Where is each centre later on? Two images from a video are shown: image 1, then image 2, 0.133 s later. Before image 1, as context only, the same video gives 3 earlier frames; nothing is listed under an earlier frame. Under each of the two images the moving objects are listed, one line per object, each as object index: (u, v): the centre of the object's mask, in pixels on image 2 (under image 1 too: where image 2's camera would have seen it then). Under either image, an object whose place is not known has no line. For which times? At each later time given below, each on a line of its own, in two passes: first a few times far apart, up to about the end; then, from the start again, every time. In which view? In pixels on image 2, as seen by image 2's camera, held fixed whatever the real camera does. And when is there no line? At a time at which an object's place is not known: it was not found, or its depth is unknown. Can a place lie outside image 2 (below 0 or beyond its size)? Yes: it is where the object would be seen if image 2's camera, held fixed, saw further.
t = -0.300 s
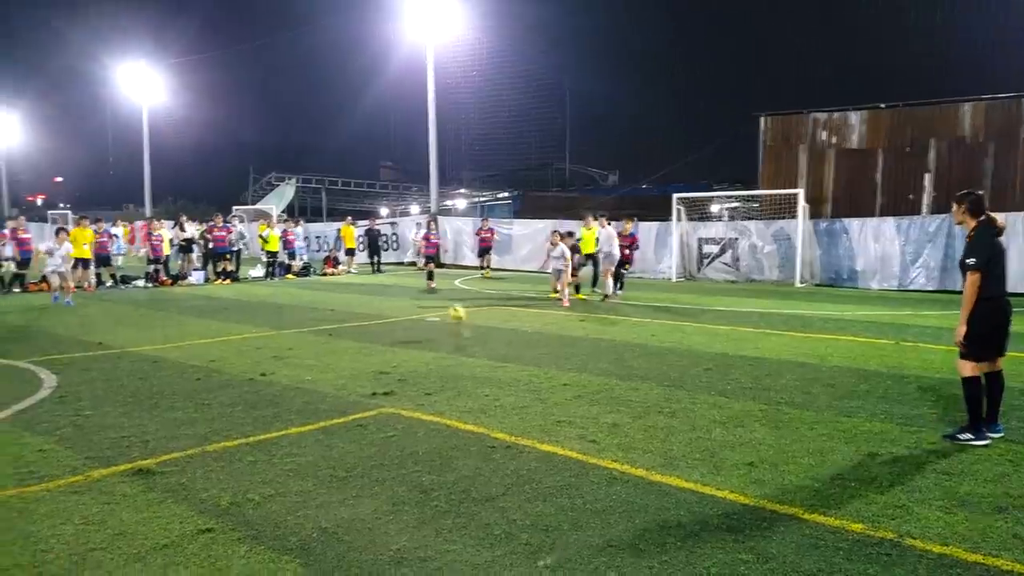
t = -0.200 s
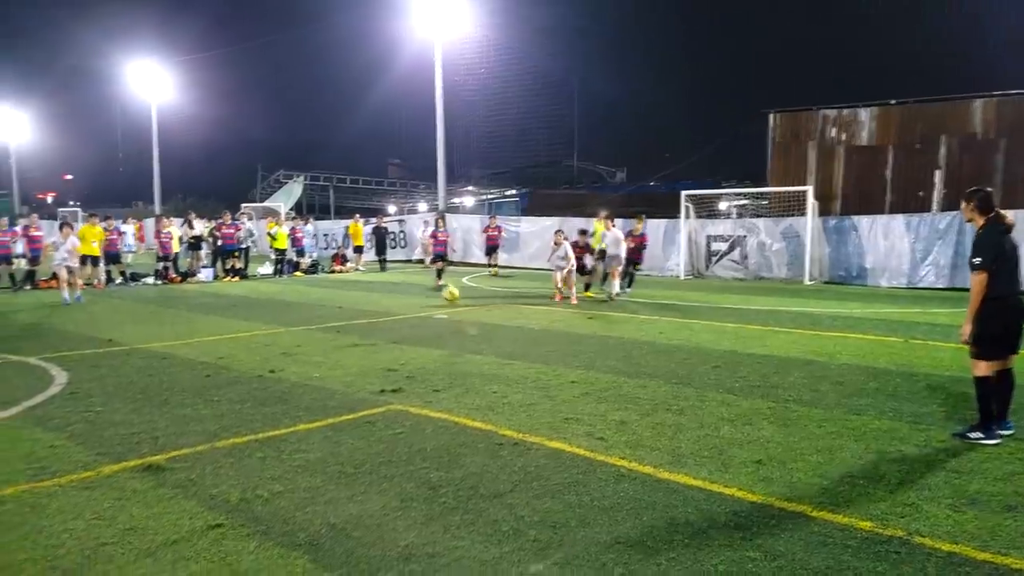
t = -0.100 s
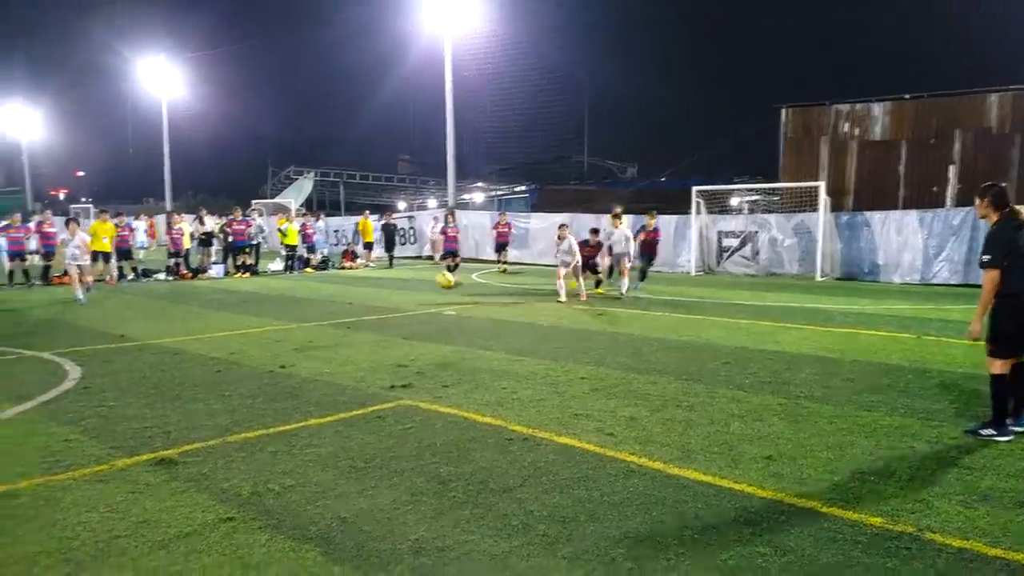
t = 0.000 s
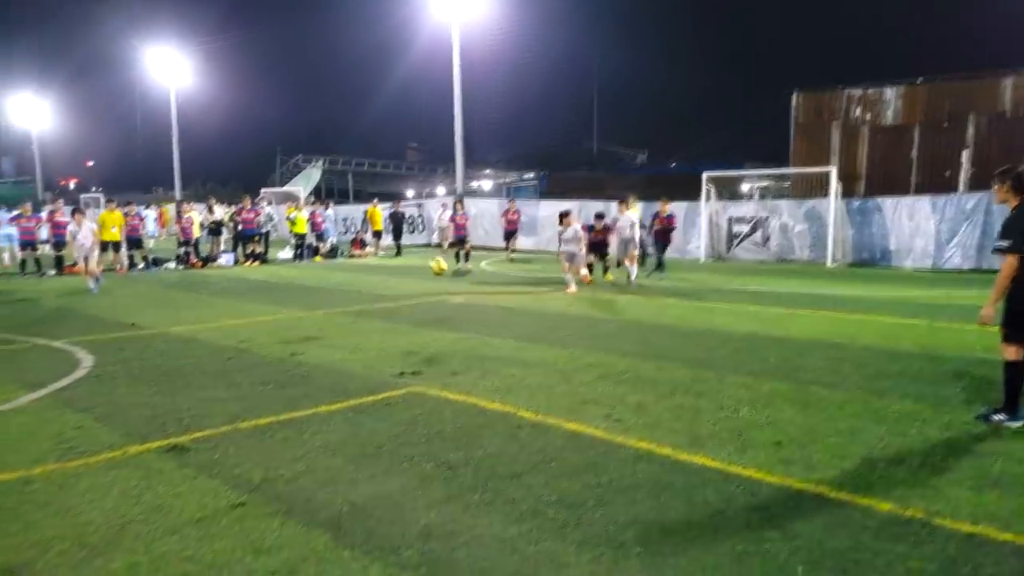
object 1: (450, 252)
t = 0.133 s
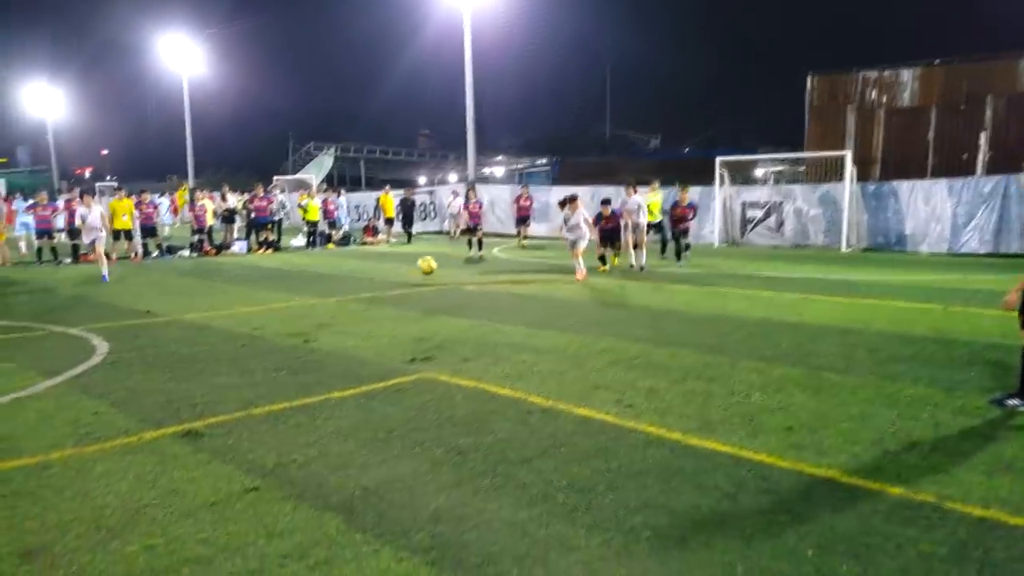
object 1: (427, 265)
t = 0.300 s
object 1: (396, 307)
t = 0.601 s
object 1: (322, 311)
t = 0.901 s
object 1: (233, 363)
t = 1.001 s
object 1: (195, 366)
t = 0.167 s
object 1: (421, 271)
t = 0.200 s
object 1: (415, 277)
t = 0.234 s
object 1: (408, 286)
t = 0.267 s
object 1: (402, 296)
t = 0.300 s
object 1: (396, 307)
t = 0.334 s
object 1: (390, 321)
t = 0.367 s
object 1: (384, 329)
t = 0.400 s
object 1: (375, 323)
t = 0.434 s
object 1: (366, 318)
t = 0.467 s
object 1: (358, 315)
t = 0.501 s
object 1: (349, 312)
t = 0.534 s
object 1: (340, 310)
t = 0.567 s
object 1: (331, 310)
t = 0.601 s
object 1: (322, 311)
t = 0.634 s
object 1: (312, 313)
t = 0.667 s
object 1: (303, 316)
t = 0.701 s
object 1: (293, 321)
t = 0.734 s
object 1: (283, 328)
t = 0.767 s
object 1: (274, 335)
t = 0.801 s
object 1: (265, 346)
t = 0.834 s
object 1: (255, 357)
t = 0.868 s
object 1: (245, 366)
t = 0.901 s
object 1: (233, 363)
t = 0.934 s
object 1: (221, 363)
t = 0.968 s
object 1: (208, 364)
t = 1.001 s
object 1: (195, 366)
